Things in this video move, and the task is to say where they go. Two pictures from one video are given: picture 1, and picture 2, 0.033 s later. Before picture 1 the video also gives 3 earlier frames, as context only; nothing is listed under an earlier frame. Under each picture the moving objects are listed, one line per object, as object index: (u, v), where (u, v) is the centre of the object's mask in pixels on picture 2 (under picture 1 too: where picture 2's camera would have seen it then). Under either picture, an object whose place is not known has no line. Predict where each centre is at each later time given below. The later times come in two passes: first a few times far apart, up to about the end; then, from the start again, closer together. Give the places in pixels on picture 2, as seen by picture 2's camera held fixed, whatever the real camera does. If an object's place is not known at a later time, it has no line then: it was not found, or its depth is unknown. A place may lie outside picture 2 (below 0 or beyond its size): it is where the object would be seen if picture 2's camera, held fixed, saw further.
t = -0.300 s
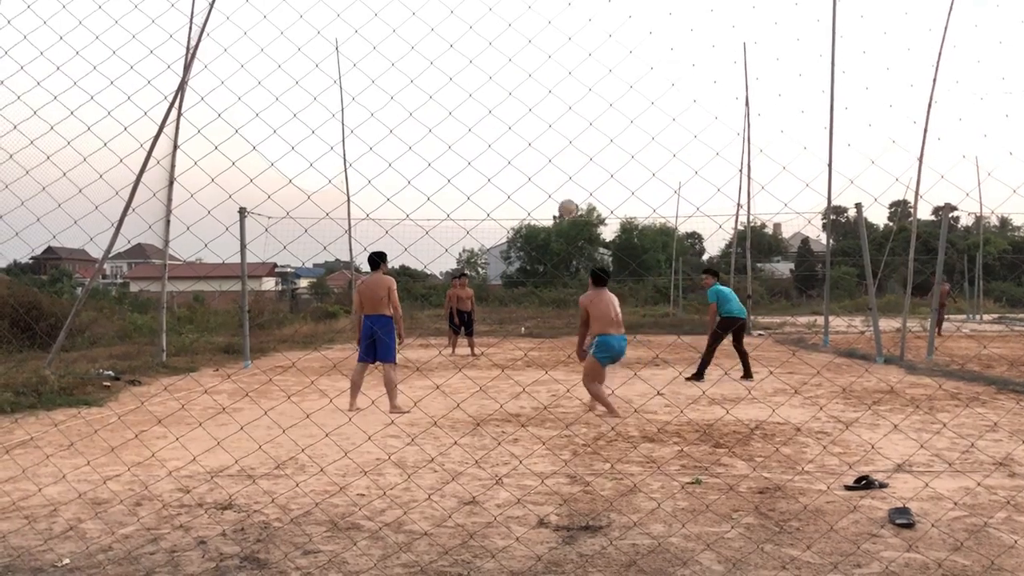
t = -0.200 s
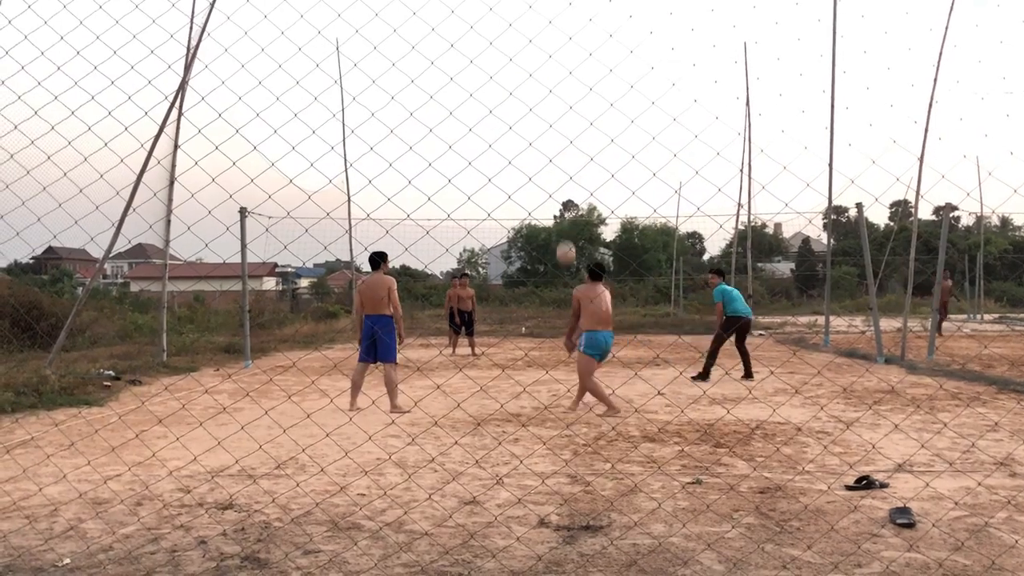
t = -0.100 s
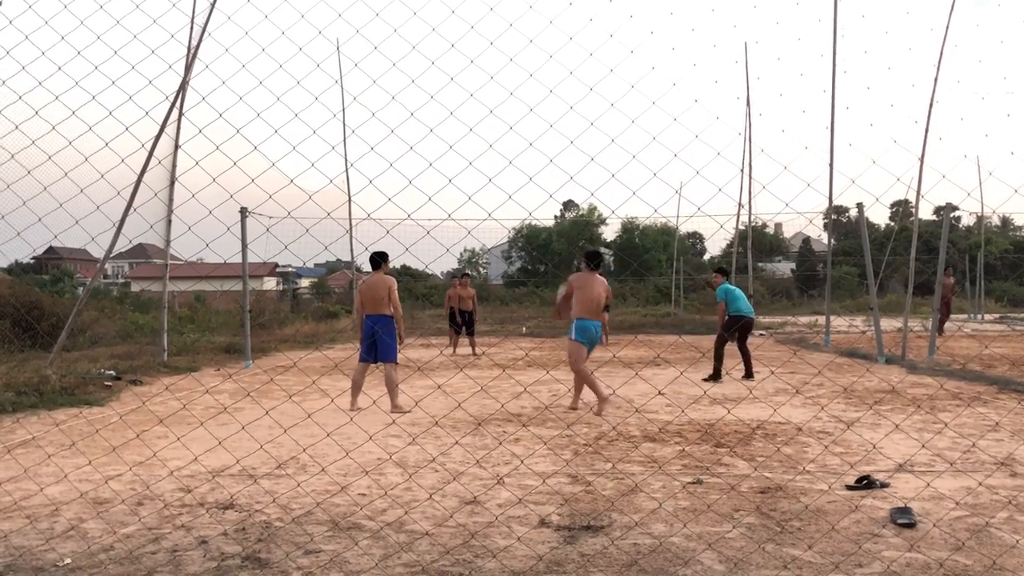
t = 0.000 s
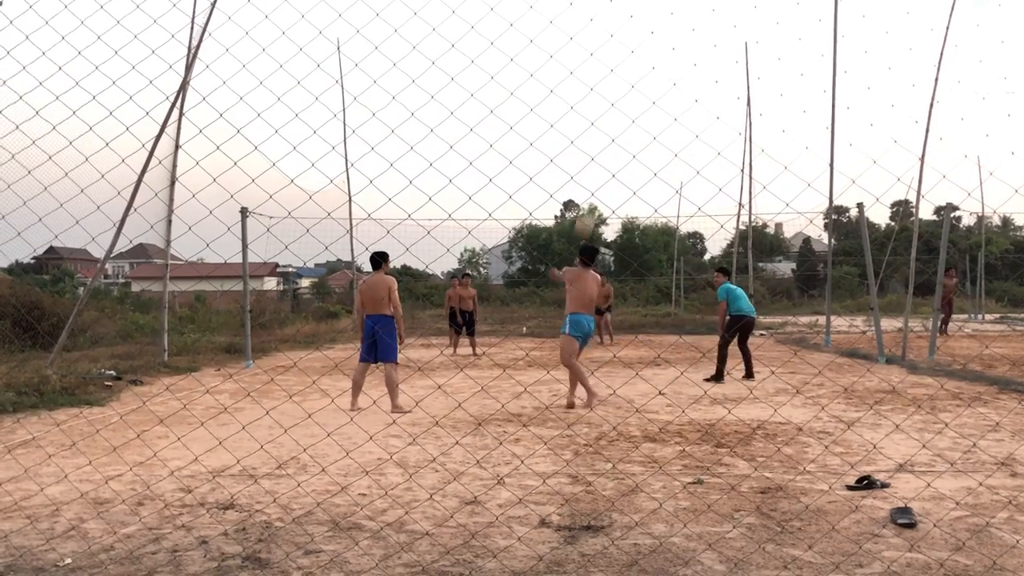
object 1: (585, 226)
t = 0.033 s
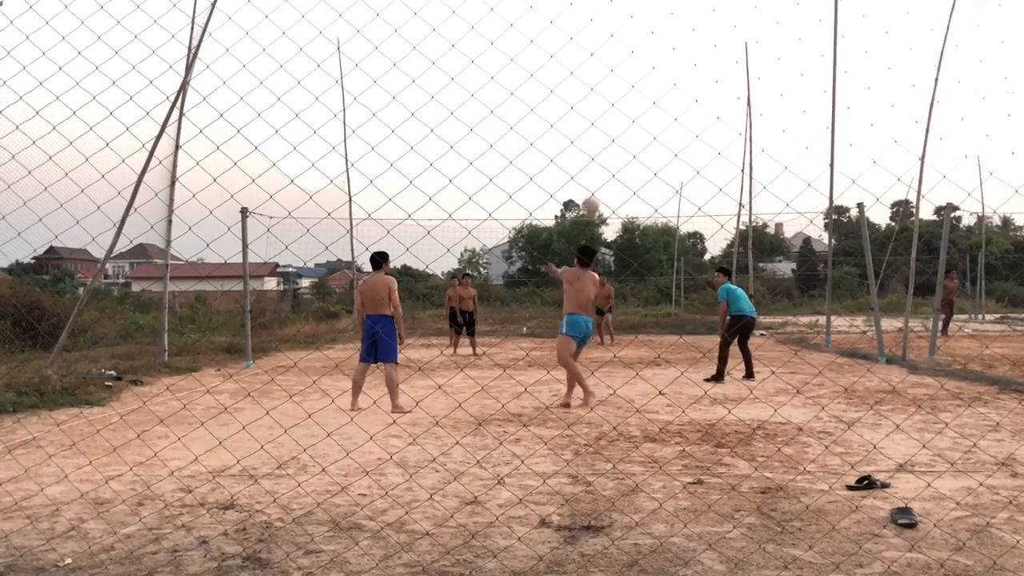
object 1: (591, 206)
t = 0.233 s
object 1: (620, 123)
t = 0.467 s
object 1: (647, 82)
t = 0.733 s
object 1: (670, 86)
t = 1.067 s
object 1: (689, 140)
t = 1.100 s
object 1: (692, 148)
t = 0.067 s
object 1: (595, 187)
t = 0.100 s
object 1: (601, 172)
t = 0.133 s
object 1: (606, 157)
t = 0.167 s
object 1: (611, 144)
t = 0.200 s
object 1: (615, 133)
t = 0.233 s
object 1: (620, 123)
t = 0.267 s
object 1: (625, 113)
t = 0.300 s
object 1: (628, 106)
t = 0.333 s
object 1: (632, 99)
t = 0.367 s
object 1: (636, 93)
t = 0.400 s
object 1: (640, 88)
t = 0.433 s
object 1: (644, 85)
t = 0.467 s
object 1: (647, 82)
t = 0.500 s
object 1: (650, 80)
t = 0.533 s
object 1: (653, 79)
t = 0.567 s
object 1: (656, 79)
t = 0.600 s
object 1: (659, 79)
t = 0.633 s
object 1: (662, 80)
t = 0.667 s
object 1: (664, 81)
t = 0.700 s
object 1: (667, 84)
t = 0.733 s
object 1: (670, 86)
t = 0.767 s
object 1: (672, 90)
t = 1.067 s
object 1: (689, 140)
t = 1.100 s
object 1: (692, 148)
